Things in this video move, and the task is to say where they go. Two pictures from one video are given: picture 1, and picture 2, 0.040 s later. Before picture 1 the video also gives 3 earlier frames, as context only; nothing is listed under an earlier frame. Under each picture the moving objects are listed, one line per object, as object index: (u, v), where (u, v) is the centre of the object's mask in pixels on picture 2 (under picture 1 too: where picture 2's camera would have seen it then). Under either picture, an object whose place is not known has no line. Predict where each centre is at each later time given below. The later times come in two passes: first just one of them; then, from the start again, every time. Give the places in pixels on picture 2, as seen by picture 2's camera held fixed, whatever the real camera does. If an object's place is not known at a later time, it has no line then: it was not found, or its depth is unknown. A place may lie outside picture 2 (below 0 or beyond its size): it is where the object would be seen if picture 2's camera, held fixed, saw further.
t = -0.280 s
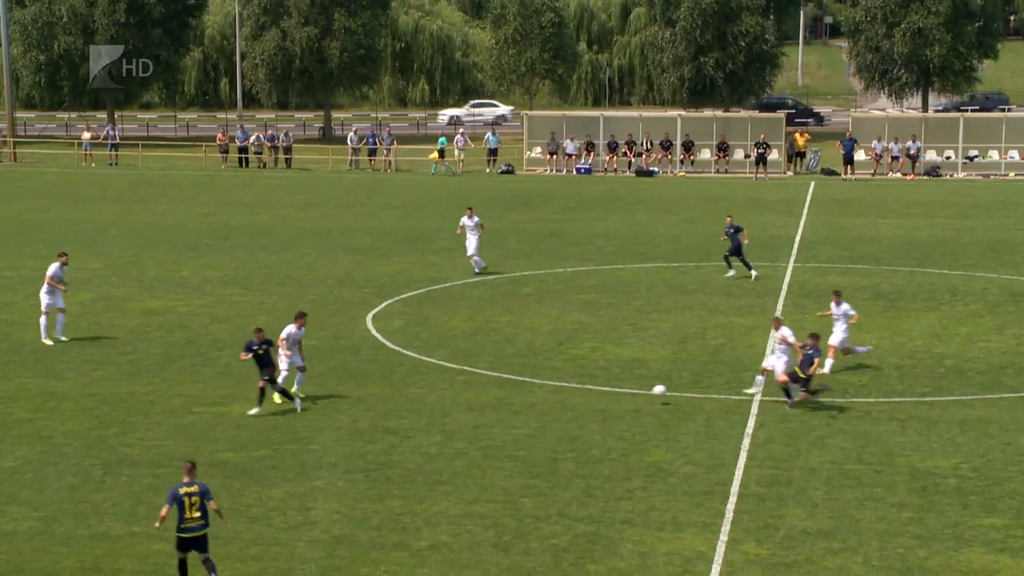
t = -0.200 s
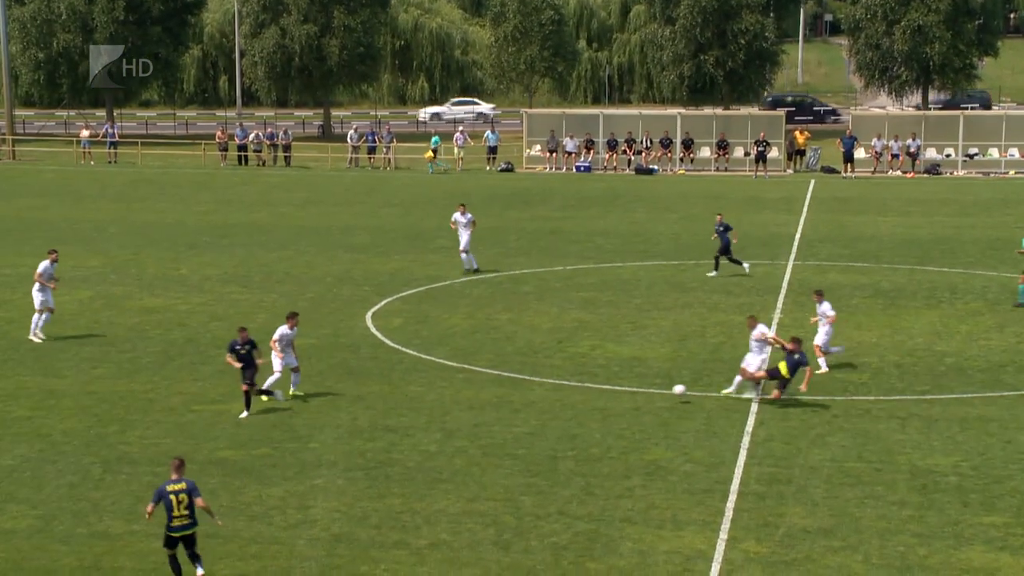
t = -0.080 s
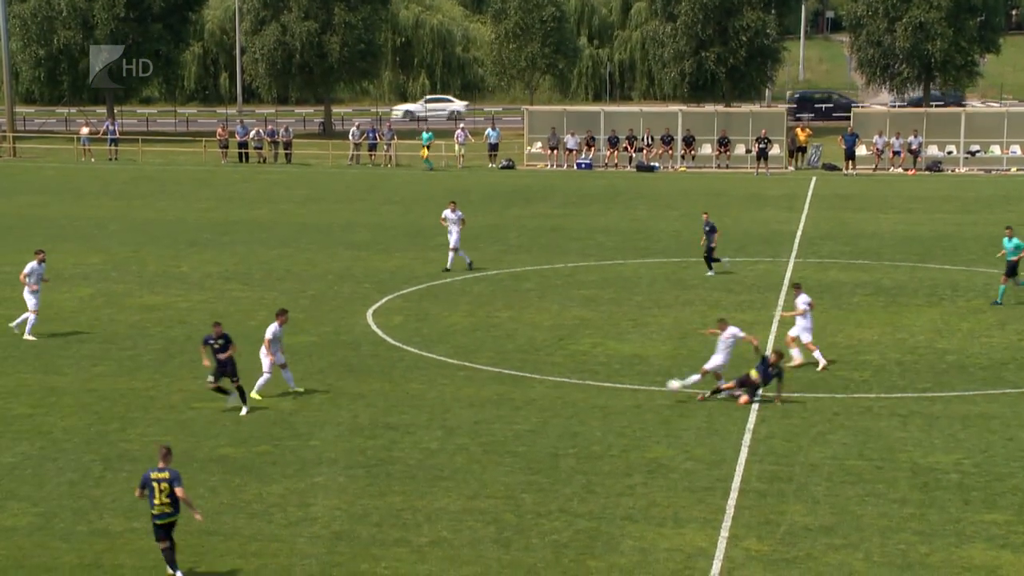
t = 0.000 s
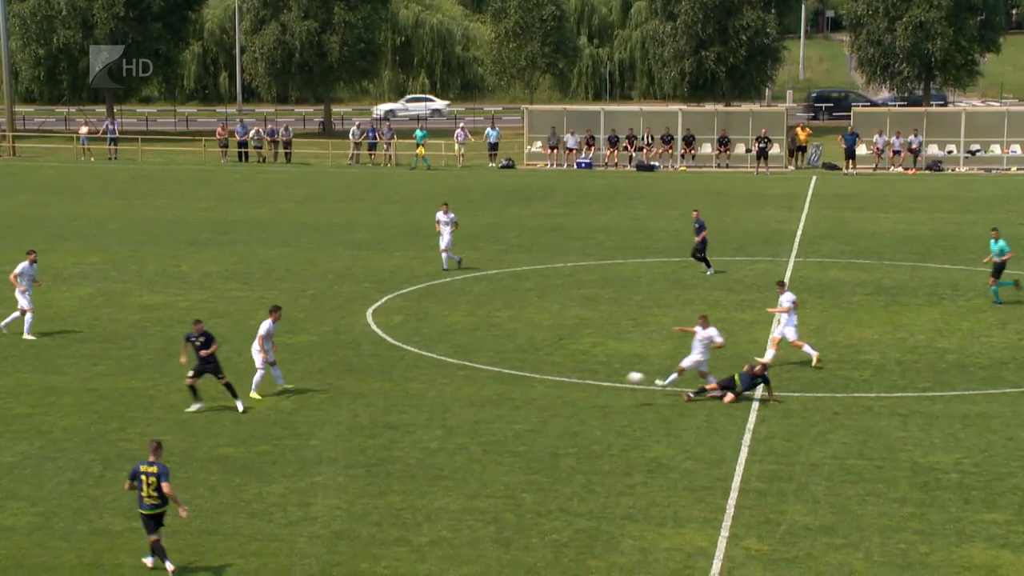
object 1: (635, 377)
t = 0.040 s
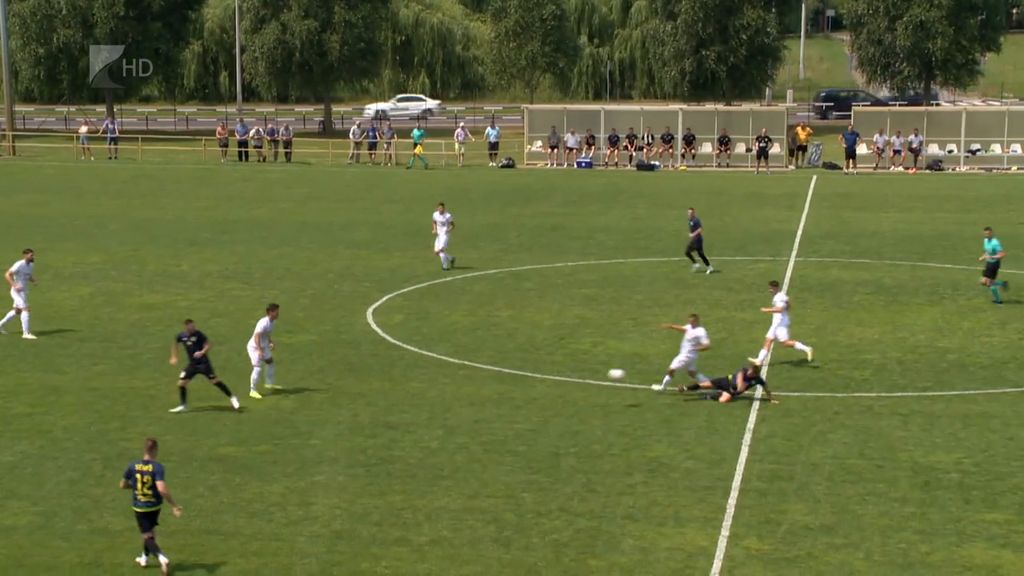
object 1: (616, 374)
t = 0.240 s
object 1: (517, 371)
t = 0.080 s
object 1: (596, 372)
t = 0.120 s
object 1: (577, 371)
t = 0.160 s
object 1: (557, 371)
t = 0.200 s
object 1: (537, 371)
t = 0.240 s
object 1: (517, 371)
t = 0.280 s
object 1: (497, 373)
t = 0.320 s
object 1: (478, 376)
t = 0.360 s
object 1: (458, 379)
